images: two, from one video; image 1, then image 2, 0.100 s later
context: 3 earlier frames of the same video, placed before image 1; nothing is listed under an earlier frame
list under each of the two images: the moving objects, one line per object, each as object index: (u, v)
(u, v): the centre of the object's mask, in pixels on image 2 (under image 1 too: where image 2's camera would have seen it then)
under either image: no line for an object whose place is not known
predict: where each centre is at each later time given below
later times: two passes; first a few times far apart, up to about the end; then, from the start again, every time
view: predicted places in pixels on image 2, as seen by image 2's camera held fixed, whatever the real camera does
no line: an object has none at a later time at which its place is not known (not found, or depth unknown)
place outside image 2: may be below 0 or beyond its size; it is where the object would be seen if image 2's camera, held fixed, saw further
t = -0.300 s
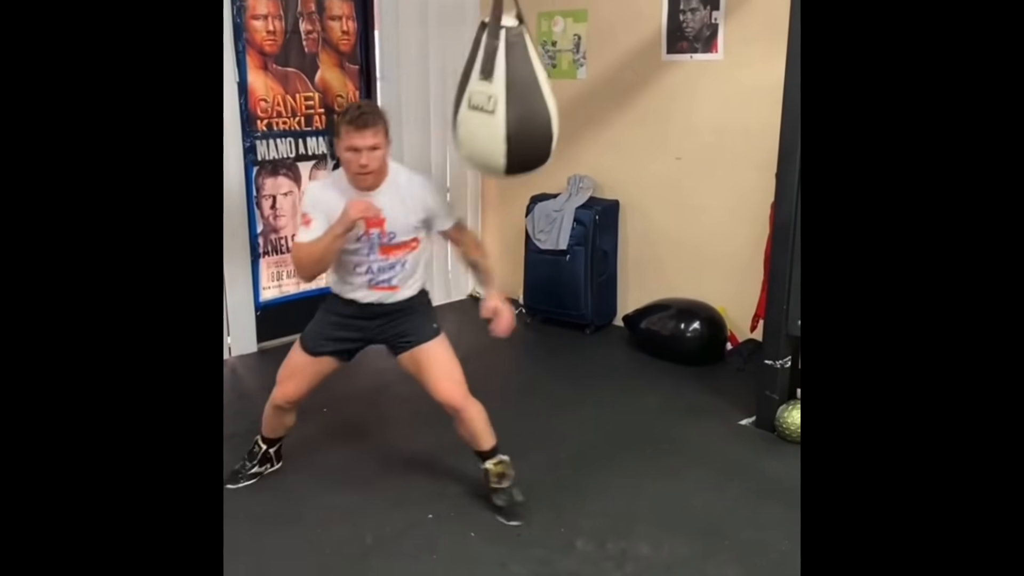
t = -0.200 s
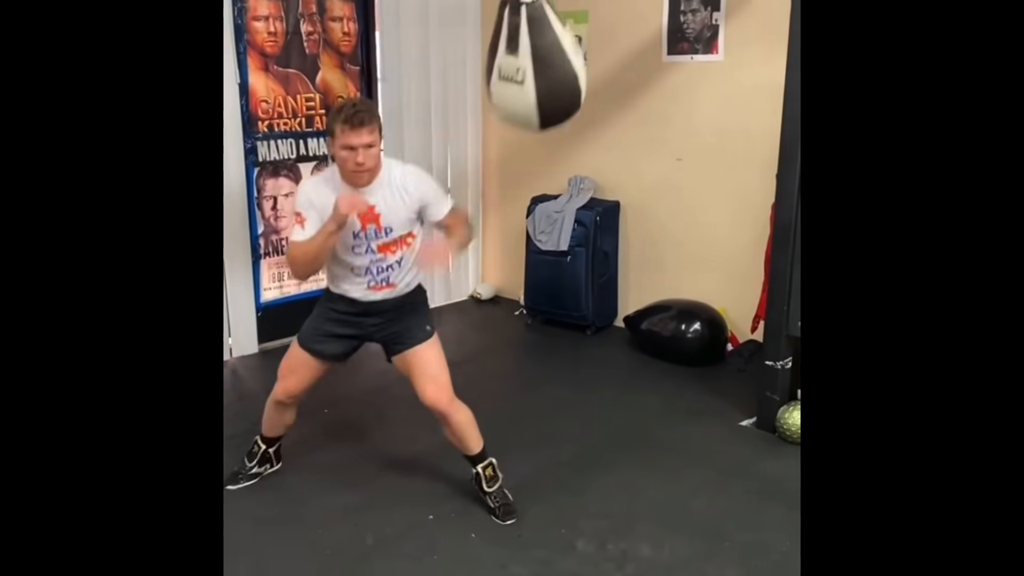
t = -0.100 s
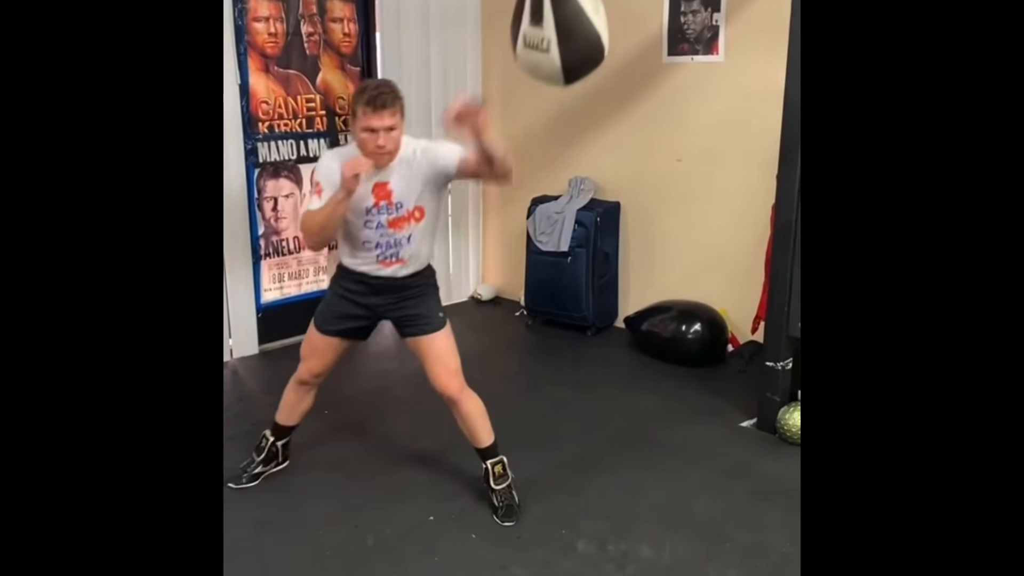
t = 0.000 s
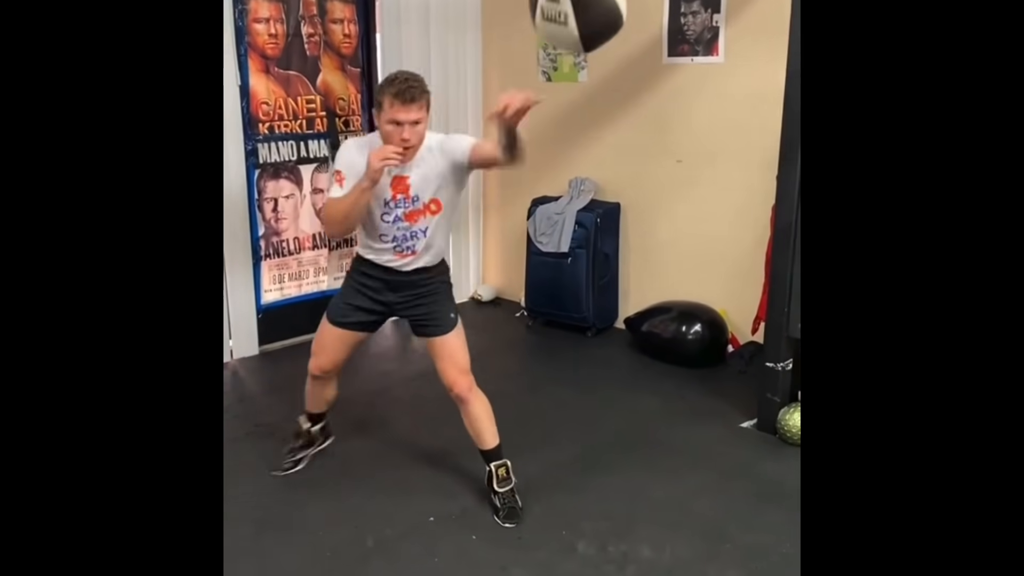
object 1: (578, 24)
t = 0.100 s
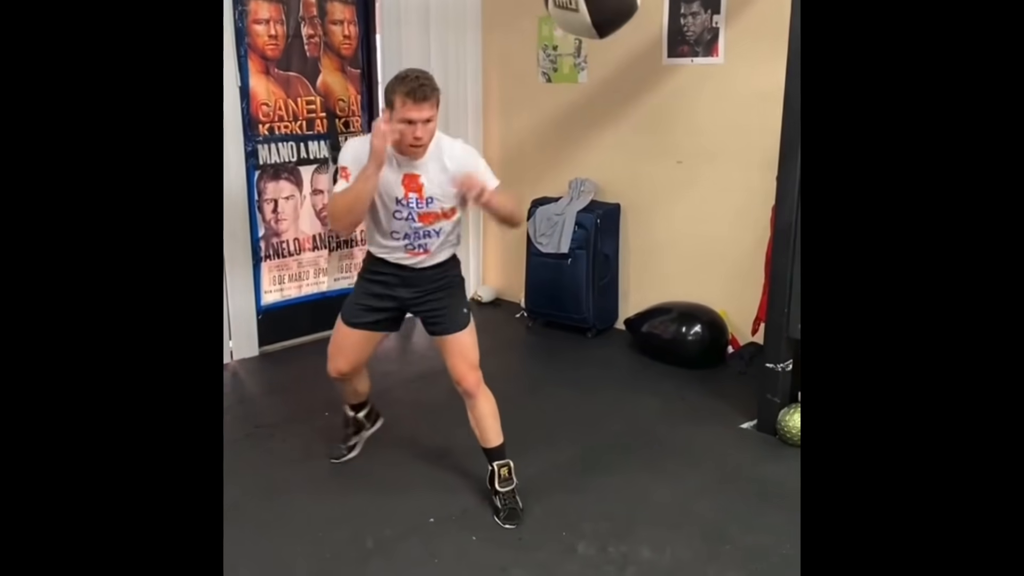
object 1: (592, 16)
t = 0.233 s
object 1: (603, 21)
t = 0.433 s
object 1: (597, 64)
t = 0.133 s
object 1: (595, 16)
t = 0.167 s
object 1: (598, 16)
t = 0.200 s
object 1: (601, 18)
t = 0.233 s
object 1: (603, 21)
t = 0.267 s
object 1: (605, 25)
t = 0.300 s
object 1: (606, 30)
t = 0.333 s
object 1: (606, 36)
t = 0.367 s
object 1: (605, 44)
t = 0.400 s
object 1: (601, 53)
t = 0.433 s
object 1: (597, 64)
